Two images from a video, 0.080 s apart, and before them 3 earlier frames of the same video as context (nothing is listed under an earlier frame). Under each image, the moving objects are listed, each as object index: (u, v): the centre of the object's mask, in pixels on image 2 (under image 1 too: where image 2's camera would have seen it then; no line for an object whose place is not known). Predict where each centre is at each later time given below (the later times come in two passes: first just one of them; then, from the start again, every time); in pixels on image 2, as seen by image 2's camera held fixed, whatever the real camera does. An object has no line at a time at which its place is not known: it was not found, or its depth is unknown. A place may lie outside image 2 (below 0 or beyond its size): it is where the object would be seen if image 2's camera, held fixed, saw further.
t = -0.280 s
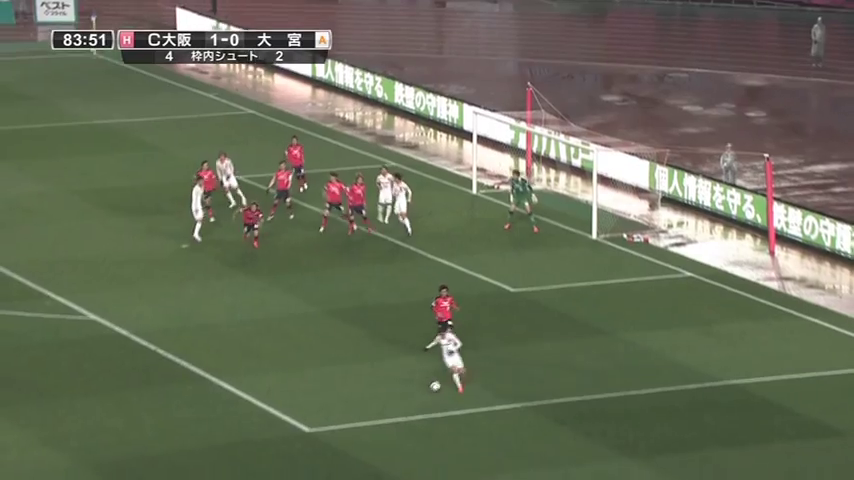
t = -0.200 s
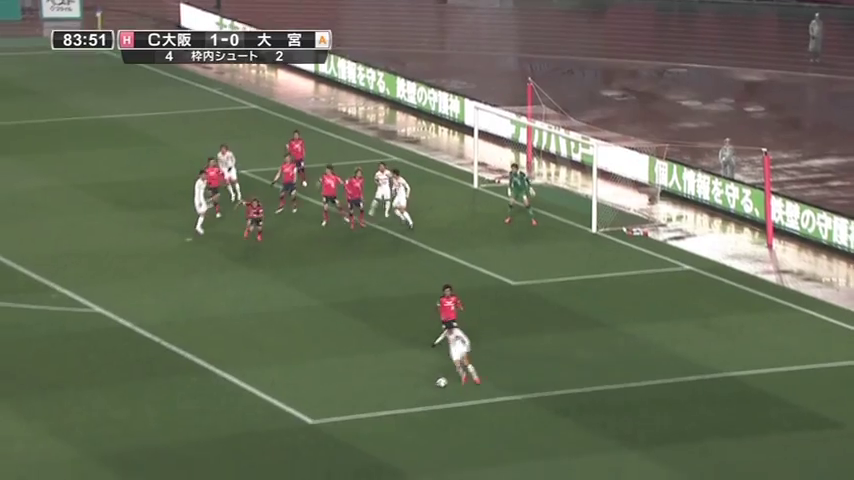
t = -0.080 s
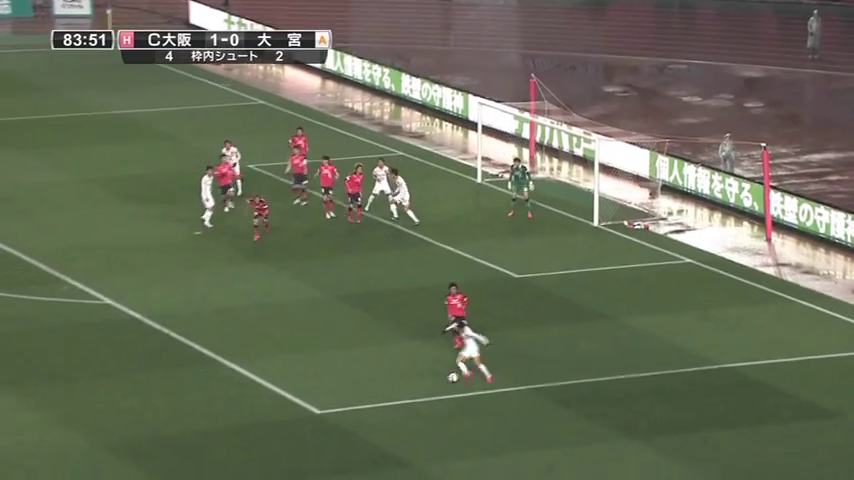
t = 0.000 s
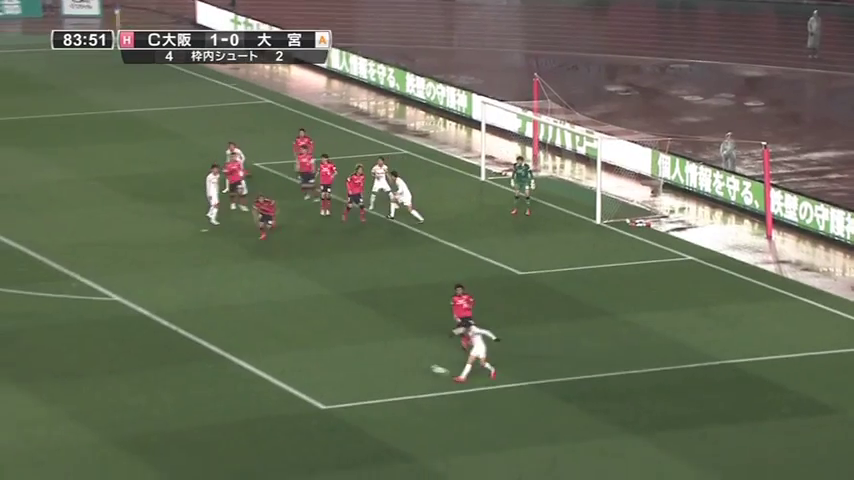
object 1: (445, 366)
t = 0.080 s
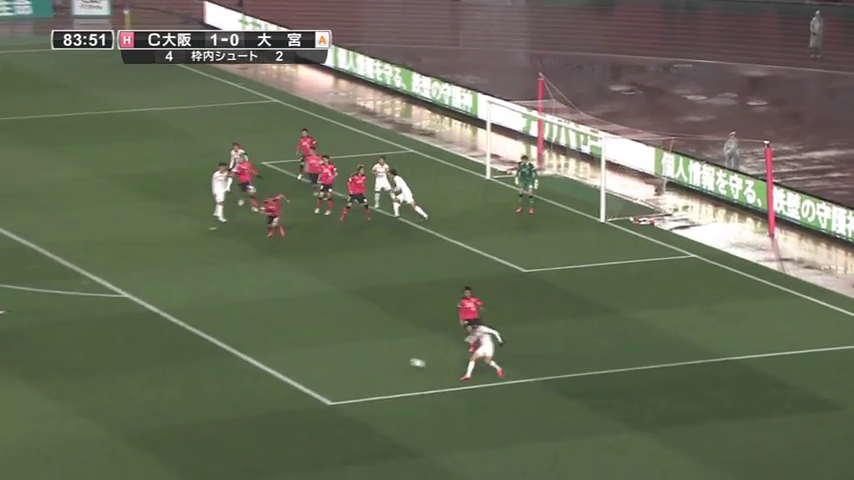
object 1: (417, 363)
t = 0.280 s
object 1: (350, 361)
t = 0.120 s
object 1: (404, 362)
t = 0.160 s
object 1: (390, 362)
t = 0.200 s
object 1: (376, 362)
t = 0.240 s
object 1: (363, 363)
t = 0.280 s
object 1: (350, 361)
